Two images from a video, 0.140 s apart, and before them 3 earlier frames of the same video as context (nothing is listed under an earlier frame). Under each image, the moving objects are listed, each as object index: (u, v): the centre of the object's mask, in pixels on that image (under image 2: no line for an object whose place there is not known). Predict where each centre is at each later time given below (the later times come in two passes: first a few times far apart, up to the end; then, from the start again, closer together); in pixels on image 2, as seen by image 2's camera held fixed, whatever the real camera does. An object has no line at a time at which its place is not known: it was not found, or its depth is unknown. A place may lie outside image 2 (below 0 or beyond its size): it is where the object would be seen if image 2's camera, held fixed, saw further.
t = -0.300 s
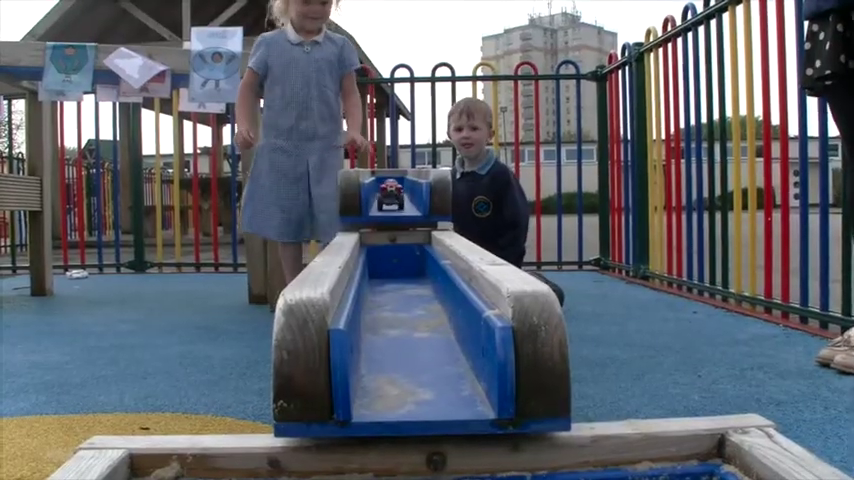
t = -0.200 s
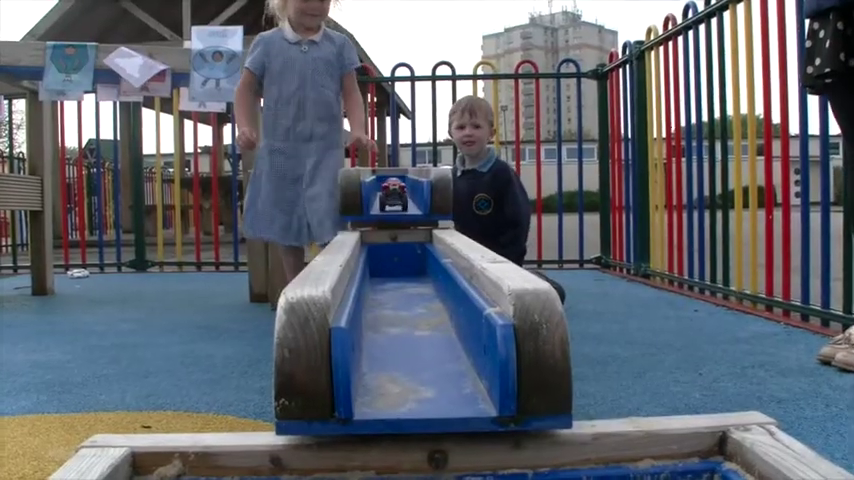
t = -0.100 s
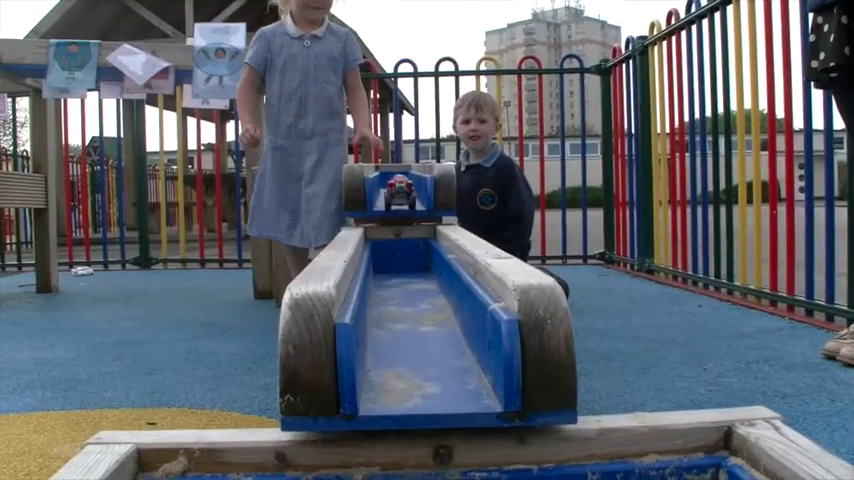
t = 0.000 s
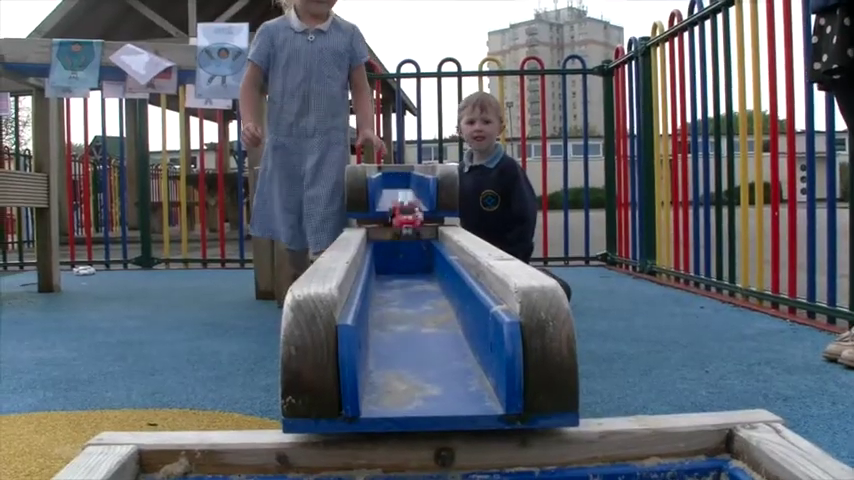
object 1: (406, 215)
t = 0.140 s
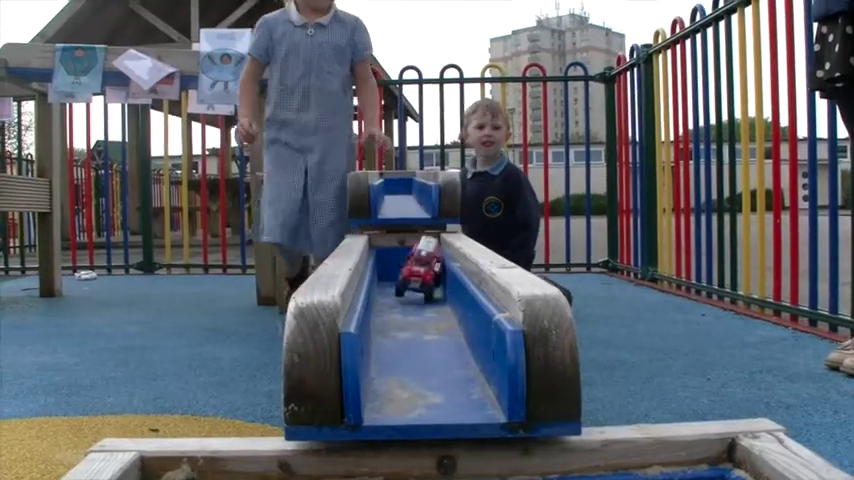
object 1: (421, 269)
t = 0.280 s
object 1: (417, 289)
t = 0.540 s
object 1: (444, 324)
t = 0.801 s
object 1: (458, 372)
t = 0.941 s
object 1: (466, 436)
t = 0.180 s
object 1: (418, 280)
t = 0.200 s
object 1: (417, 283)
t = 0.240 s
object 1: (416, 287)
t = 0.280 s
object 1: (417, 289)
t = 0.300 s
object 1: (419, 291)
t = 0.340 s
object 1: (423, 296)
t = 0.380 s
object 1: (427, 302)
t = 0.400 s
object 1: (430, 305)
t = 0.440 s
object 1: (435, 311)
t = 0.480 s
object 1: (439, 315)
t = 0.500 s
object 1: (441, 317)
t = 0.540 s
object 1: (444, 324)
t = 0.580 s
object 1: (445, 330)
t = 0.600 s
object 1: (446, 333)
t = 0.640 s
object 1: (448, 339)
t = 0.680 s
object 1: (452, 347)
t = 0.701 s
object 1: (454, 350)
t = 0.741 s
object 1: (455, 358)
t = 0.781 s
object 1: (456, 367)
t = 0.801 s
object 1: (458, 372)
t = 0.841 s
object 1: (460, 389)
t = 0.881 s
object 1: (461, 408)
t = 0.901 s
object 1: (463, 411)
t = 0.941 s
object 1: (466, 436)
